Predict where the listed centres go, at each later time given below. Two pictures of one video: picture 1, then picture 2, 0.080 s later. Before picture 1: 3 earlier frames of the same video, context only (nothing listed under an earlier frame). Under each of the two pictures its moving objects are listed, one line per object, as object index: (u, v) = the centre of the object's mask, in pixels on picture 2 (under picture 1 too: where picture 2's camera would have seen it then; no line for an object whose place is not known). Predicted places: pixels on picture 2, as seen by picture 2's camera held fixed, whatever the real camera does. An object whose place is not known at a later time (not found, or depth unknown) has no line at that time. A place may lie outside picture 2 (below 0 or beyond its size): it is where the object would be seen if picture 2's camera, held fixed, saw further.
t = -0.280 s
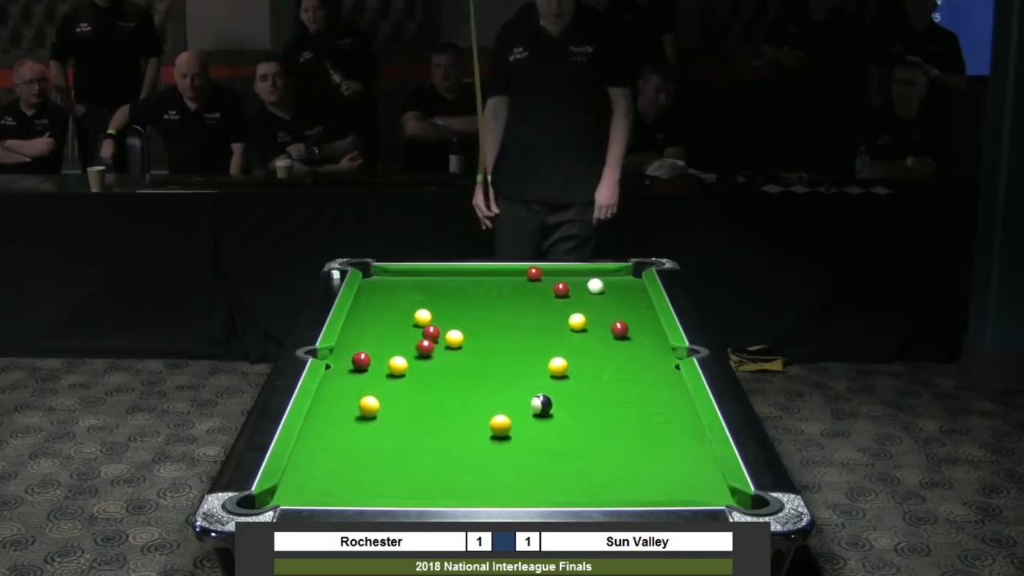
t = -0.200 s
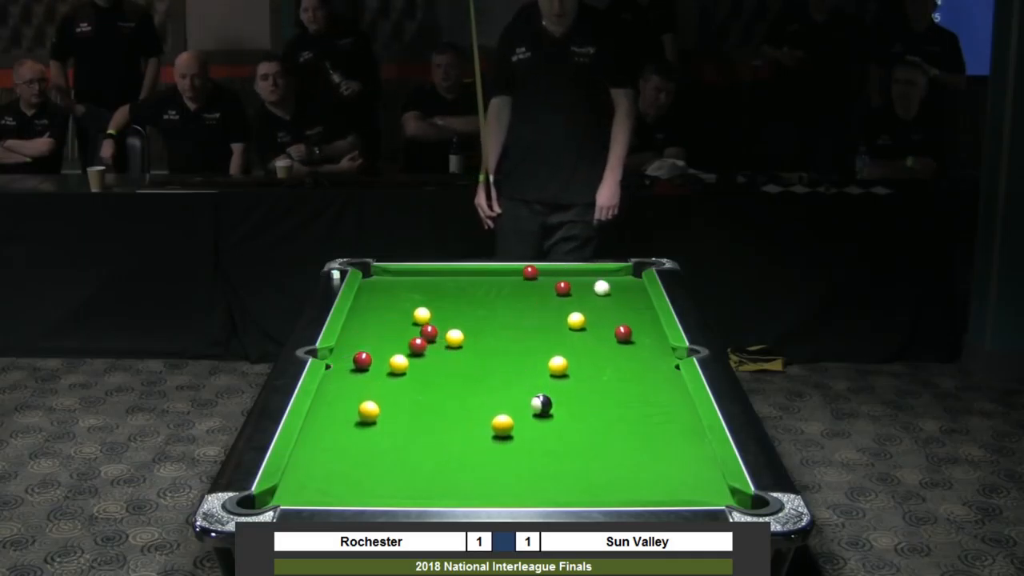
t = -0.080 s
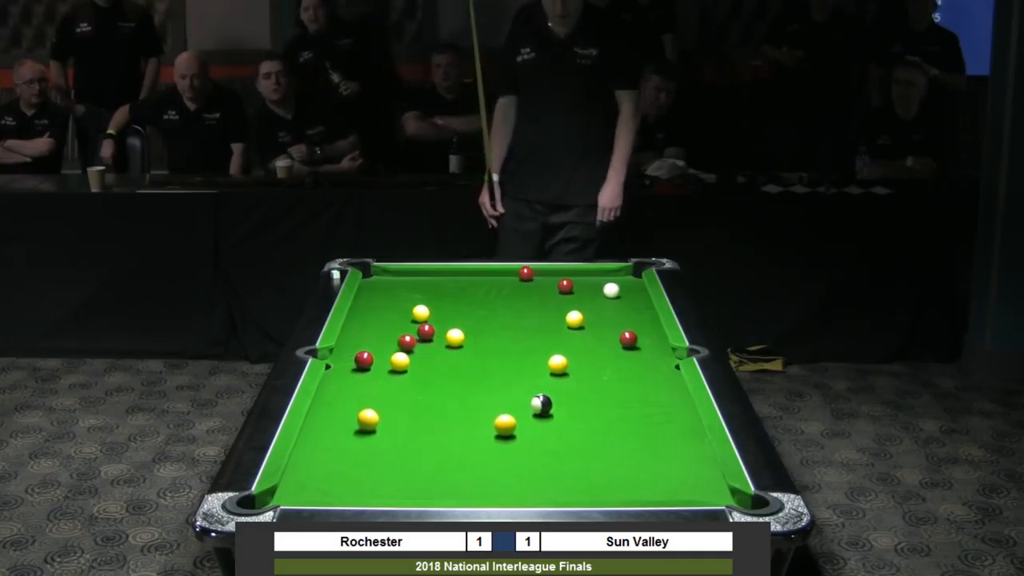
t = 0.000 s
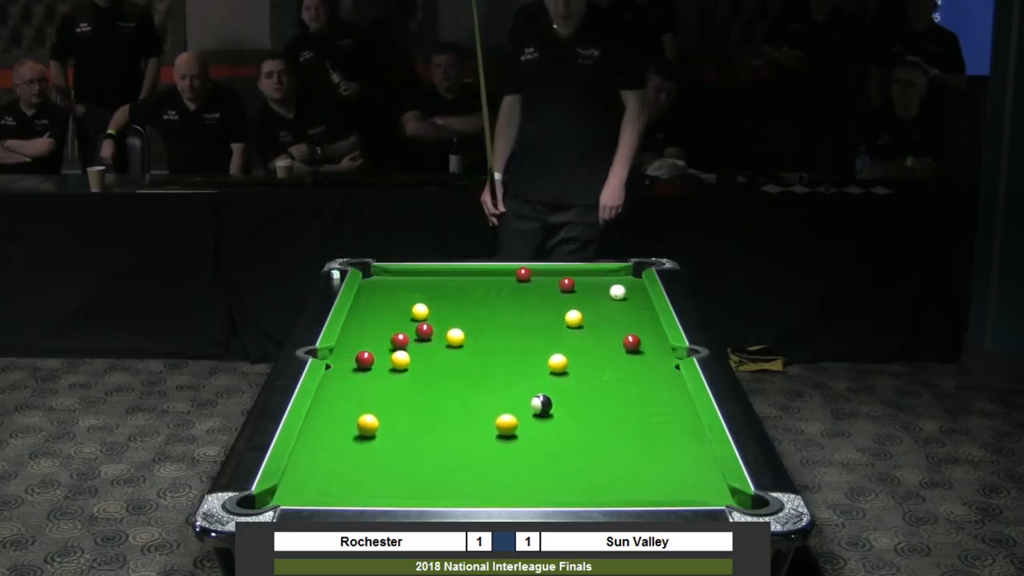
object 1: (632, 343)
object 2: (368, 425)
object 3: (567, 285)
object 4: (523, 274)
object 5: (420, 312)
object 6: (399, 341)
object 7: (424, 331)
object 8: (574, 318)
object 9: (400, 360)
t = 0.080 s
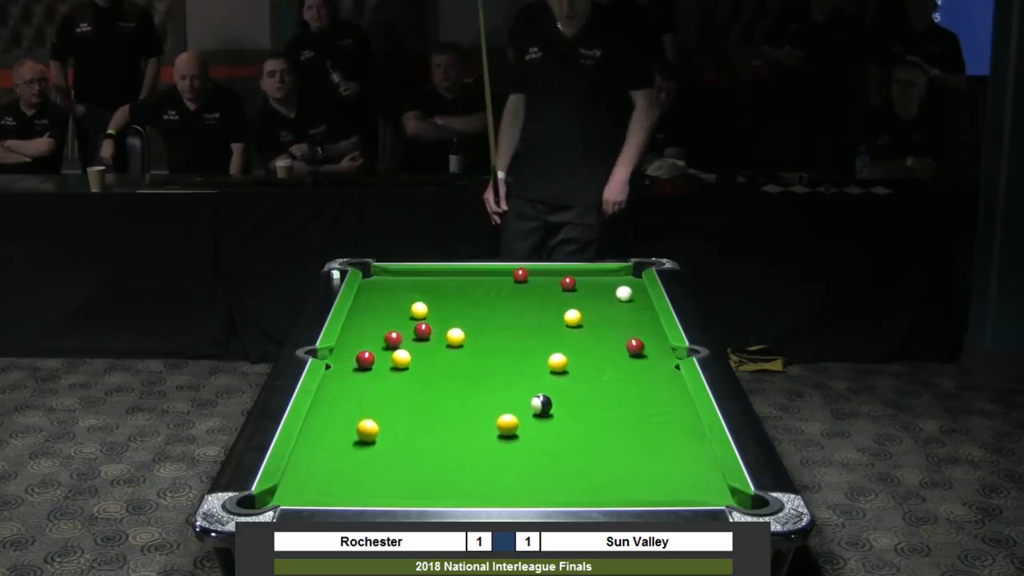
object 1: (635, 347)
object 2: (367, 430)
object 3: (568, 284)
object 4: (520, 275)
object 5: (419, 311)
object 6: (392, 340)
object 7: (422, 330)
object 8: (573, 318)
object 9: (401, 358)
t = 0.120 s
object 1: (637, 349)
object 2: (367, 433)
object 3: (569, 283)
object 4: (519, 276)
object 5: (418, 310)
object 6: (389, 339)
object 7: (422, 330)
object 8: (572, 317)
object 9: (401, 358)
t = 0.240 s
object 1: (642, 354)
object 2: (367, 441)
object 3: (571, 281)
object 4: (516, 277)
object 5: (417, 308)
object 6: (380, 336)
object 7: (420, 330)
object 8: (571, 316)
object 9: (402, 356)
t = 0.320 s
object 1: (646, 358)
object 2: (367, 446)
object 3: (572, 280)
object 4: (514, 278)
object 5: (417, 307)
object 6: (374, 335)
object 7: (419, 329)
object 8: (570, 316)
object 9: (403, 355)
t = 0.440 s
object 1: (651, 364)
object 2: (366, 454)
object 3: (573, 278)
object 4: (510, 279)
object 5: (416, 305)
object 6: (365, 333)
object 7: (417, 328)
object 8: (570, 315)
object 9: (404, 353)
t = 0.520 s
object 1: (654, 368)
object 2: (366, 460)
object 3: (574, 277)
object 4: (508, 279)
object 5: (415, 304)
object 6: (359, 331)
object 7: (417, 328)
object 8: (569, 315)
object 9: (404, 352)
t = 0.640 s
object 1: (659, 373)
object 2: (366, 468)
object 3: (576, 276)
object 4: (506, 280)
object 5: (414, 302)
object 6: (351, 329)
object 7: (416, 328)
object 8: (568, 314)
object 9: (404, 351)
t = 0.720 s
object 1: (663, 377)
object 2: (366, 473)
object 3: (577, 275)
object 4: (504, 281)
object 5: (413, 301)
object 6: (352, 328)
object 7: (416, 328)
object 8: (568, 314)
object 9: (405, 350)
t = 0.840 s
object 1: (668, 383)
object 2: (366, 481)
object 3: (578, 274)
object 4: (502, 282)
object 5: (413, 300)
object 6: (358, 327)
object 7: (415, 328)
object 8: (567, 314)
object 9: (405, 349)
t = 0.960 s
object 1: (673, 388)
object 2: (365, 488)
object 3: (579, 273)
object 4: (500, 282)
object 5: (412, 299)
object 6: (364, 325)
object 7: (415, 328)
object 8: (567, 313)
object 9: (406, 348)
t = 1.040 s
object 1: (676, 392)
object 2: (365, 491)
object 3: (580, 272)
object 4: (498, 282)
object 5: (411, 298)
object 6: (367, 324)
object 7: (415, 328)
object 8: (567, 313)
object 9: (406, 348)
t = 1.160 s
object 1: (680, 397)
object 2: (366, 492)
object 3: (582, 273)
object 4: (497, 283)
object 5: (410, 297)
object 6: (371, 324)
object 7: (415, 328)
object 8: (567, 313)
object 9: (406, 347)
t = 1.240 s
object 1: (680, 400)
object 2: (368, 491)
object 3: (584, 273)
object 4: (496, 283)
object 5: (410, 297)
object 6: (374, 323)
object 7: (415, 328)
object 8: (567, 313)
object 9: (406, 347)
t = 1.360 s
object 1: (680, 405)
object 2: (370, 488)
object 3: (585, 273)
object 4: (494, 284)
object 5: (410, 296)
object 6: (378, 322)
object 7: (415, 328)
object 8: (567, 313)
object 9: (407, 347)
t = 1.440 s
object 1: (680, 408)
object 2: (372, 486)
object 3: (586, 273)
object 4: (494, 284)
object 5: (410, 296)
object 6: (380, 322)
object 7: (415, 328)
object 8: (567, 313)
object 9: (407, 347)
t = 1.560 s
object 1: (680, 412)
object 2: (374, 482)
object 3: (587, 273)
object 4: (493, 284)
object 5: (409, 295)
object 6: (383, 321)
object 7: (415, 328)
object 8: (567, 313)
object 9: (407, 347)
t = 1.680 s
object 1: (679, 417)
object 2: (377, 478)
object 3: (587, 273)
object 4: (493, 284)
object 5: (409, 295)
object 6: (385, 320)
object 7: (415, 328)
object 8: (567, 313)
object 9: (407, 347)
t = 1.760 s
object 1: (679, 419)
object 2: (378, 475)
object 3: (587, 273)
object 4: (493, 284)
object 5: (409, 295)
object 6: (387, 320)
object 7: (415, 328)
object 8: (567, 313)
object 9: (407, 347)
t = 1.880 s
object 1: (678, 423)
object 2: (380, 472)
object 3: (587, 273)
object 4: (493, 284)
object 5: (408, 295)
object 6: (388, 320)
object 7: (415, 328)
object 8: (567, 313)
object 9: (407, 347)
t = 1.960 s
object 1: (678, 426)
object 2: (381, 470)
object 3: (587, 273)
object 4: (493, 284)
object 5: (408, 295)
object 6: (389, 319)
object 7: (415, 328)
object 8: (567, 313)
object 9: (407, 347)
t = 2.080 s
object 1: (677, 429)
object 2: (383, 467)
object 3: (587, 273)
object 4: (493, 284)
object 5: (408, 295)
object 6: (390, 319)
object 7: (415, 328)
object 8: (567, 313)
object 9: (407, 347)
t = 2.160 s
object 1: (677, 431)
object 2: (384, 465)
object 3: (587, 273)
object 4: (493, 284)
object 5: (408, 295)
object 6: (391, 319)
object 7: (415, 328)
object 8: (567, 313)
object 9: (407, 347)
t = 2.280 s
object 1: (676, 435)
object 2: (386, 463)
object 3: (587, 273)
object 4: (493, 284)
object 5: (408, 295)
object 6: (391, 319)
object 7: (415, 328)
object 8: (567, 313)
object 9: (407, 347)
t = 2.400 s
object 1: (675, 438)
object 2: (387, 461)
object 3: (587, 273)
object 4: (493, 284)
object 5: (408, 295)
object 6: (391, 319)
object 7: (415, 328)
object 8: (567, 313)
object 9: (407, 347)
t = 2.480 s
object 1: (674, 440)
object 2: (387, 459)
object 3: (587, 273)
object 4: (493, 284)
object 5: (408, 295)
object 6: (392, 319)
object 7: (415, 328)
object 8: (567, 313)
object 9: (407, 347)
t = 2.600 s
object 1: (674, 442)
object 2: (387, 458)
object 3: (587, 273)
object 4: (493, 284)
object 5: (408, 295)
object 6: (391, 319)
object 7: (415, 328)
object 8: (567, 313)
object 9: (407, 347)
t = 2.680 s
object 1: (673, 444)
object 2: (388, 457)
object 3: (587, 273)
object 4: (493, 284)
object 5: (408, 295)
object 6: (392, 319)
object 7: (415, 328)
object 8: (567, 313)
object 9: (407, 347)
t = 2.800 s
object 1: (673, 446)
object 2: (388, 456)
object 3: (587, 273)
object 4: (493, 284)
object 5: (408, 295)
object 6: (392, 319)
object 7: (415, 328)
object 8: (567, 313)
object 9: (407, 347)
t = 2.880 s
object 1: (672, 448)
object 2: (388, 455)
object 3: (587, 273)
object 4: (493, 284)
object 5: (408, 295)
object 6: (391, 319)
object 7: (415, 328)
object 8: (567, 313)
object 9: (407, 347)
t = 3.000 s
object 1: (672, 450)
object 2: (389, 454)
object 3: (587, 273)
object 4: (493, 284)
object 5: (408, 295)
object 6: (391, 319)
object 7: (415, 328)
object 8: (567, 313)
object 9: (407, 347)
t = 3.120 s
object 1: (671, 452)
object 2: (389, 454)
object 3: (587, 273)
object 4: (493, 284)
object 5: (408, 295)
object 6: (391, 319)
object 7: (415, 328)
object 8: (567, 313)
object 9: (407, 347)
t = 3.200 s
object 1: (671, 453)
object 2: (388, 454)
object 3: (587, 273)
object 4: (493, 284)
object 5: (408, 295)
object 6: (391, 319)
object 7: (415, 328)
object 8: (567, 313)
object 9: (407, 347)
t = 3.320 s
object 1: (671, 454)
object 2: (388, 453)
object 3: (587, 273)
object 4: (493, 284)
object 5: (408, 295)
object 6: (391, 319)
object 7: (415, 328)
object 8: (567, 313)
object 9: (407, 347)
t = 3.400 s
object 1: (671, 455)
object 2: (388, 454)
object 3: (587, 273)
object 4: (493, 284)
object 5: (408, 295)
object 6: (391, 319)
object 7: (415, 328)
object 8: (567, 313)
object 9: (407, 347)
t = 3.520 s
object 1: (671, 456)
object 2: (388, 454)
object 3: (587, 273)
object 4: (493, 284)
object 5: (408, 295)
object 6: (391, 319)
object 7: (415, 328)
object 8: (567, 313)
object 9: (407, 347)
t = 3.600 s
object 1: (671, 456)
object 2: (388, 454)
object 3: (587, 274)
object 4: (493, 285)
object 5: (408, 295)
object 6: (392, 319)
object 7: (415, 328)
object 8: (567, 313)
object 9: (407, 347)
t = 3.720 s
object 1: (671, 457)
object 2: (388, 454)
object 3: (587, 274)
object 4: (493, 285)
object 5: (408, 295)
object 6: (392, 319)
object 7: (415, 328)
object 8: (567, 313)
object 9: (407, 347)
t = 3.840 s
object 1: (671, 458)
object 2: (388, 454)
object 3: (587, 274)
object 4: (493, 285)
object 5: (408, 295)
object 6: (392, 319)
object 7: (415, 328)
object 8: (567, 313)
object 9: (407, 347)
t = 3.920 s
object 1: (671, 458)
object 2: (388, 454)
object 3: (587, 274)
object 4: (493, 285)
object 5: (408, 295)
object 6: (392, 319)
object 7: (415, 328)
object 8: (567, 313)
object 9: (407, 347)
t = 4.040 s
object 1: (671, 458)
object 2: (388, 454)
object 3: (587, 273)
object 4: (493, 285)
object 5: (408, 295)
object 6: (392, 319)
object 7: (415, 328)
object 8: (567, 313)
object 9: (407, 347)
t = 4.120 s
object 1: (671, 457)
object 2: (388, 454)
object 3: (587, 274)
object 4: (493, 285)
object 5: (408, 295)
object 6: (392, 319)
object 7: (415, 328)
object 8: (567, 313)
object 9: (407, 347)
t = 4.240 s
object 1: (671, 457)
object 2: (388, 454)
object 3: (587, 273)
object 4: (493, 285)
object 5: (408, 295)
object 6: (392, 319)
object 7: (415, 328)
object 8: (567, 313)
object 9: (407, 347)
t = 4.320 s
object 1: (672, 458)
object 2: (388, 454)
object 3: (587, 273)
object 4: (493, 285)
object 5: (408, 295)
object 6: (392, 319)
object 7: (415, 328)
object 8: (567, 313)
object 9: (407, 347)
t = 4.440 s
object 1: (672, 458)
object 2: (388, 454)
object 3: (587, 273)
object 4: (493, 285)
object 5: (408, 295)
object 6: (392, 319)
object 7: (415, 328)
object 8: (567, 313)
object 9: (407, 347)
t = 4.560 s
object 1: (672, 458)
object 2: (388, 454)
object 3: (587, 273)
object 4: (493, 285)
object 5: (408, 295)
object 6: (392, 319)
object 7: (415, 328)
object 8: (567, 313)
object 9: (407, 347)
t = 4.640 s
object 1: (672, 458)
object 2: (388, 454)
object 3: (587, 273)
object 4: (493, 285)
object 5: (408, 295)
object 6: (392, 319)
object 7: (415, 328)
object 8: (567, 313)
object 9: (407, 347)
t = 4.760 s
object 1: (672, 458)
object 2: (388, 454)
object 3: (587, 273)
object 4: (493, 285)
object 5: (408, 295)
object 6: (392, 319)
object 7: (415, 328)
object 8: (567, 313)
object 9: (407, 347)
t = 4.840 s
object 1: (671, 458)
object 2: (388, 454)
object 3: (587, 273)
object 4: (493, 285)
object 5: (408, 295)
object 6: (392, 319)
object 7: (415, 328)
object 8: (567, 313)
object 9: (407, 347)
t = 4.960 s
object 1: (671, 458)
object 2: (388, 454)
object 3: (587, 274)
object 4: (493, 285)
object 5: (408, 295)
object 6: (392, 319)
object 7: (415, 328)
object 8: (567, 313)
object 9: (407, 347)
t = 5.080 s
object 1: (671, 458)
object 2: (388, 454)
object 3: (587, 273)
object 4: (493, 284)
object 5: (408, 295)
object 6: (392, 319)
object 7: (415, 328)
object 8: (567, 313)
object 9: (407, 347)
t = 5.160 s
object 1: (671, 458)
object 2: (388, 454)
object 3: (587, 273)
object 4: (493, 284)
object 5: (408, 295)
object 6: (392, 319)
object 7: (415, 328)
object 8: (567, 313)
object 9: (407, 347)
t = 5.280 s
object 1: (672, 458)
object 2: (388, 454)
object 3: (587, 273)
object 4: (493, 284)
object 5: (408, 295)
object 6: (392, 319)
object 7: (415, 328)
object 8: (567, 313)
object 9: (407, 347)
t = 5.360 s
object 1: (672, 458)
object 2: (388, 454)
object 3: (587, 273)
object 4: (493, 285)
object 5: (408, 295)
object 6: (392, 319)
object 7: (415, 328)
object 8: (567, 313)
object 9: (407, 347)
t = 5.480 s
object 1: (671, 458)
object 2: (388, 454)
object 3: (587, 273)
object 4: (493, 285)
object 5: (408, 295)
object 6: (392, 319)
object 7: (415, 328)
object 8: (567, 313)
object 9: (407, 347)
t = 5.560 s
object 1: (671, 458)
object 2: (388, 454)
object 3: (587, 273)
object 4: (493, 285)
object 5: (408, 295)
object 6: (392, 319)
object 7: (415, 328)
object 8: (567, 313)
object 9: (407, 347)
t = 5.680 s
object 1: (672, 458)
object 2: (388, 454)
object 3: (587, 273)
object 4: (493, 285)
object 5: (408, 295)
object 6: (392, 319)
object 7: (415, 328)
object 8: (567, 313)
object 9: (407, 347)
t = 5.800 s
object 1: (672, 458)
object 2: (388, 454)
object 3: (587, 273)
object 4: (493, 285)
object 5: (408, 295)
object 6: (392, 319)
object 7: (415, 328)
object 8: (567, 313)
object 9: (407, 347)
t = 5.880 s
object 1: (671, 458)
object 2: (388, 454)
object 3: (587, 273)
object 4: (493, 285)
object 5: (408, 295)
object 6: (392, 319)
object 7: (415, 328)
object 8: (567, 313)
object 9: (407, 347)
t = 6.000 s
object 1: (671, 458)
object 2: (388, 454)
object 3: (587, 273)
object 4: (493, 285)
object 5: (408, 295)
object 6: (392, 319)
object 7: (415, 328)
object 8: (567, 313)
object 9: (407, 347)
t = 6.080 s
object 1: (672, 458)
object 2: (388, 454)
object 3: (587, 273)
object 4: (493, 285)
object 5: (408, 295)
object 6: (392, 319)
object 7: (415, 328)
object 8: (567, 313)
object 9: (407, 347)
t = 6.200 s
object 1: (672, 458)
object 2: (388, 454)
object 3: (587, 273)
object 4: (493, 285)
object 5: (408, 295)
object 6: (392, 319)
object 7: (415, 328)
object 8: (567, 313)
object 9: (407, 347)
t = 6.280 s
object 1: (671, 458)
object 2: (388, 454)
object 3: (587, 273)
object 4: (493, 285)
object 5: (408, 295)
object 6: (392, 319)
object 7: (415, 328)
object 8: (567, 313)
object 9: (407, 347)
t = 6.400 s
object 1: (672, 458)
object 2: (388, 454)
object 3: (587, 273)
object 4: (493, 284)
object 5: (408, 295)
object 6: (392, 319)
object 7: (415, 328)
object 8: (567, 313)
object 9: (407, 347)
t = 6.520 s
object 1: (672, 458)
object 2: (388, 454)
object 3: (587, 273)
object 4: (493, 284)
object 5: (408, 295)
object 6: (392, 319)
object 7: (415, 328)
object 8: (567, 313)
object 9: (407, 347)
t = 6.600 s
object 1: (671, 458)
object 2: (388, 454)
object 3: (587, 273)
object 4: (493, 284)
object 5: (408, 295)
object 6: (392, 319)
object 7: (415, 328)
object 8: (567, 313)
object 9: (407, 347)
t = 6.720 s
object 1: (672, 458)
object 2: (388, 454)
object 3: (587, 273)
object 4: (493, 284)
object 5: (408, 295)
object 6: (392, 319)
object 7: (415, 328)
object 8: (567, 313)
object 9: (407, 347)
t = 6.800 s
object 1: (672, 458)
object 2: (388, 454)
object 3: (587, 273)
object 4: (493, 284)
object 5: (408, 295)
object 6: (392, 319)
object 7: (415, 328)
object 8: (567, 313)
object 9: (407, 347)
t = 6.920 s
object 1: (671, 458)
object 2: (388, 454)
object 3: (587, 273)
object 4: (493, 284)
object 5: (408, 295)
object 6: (392, 319)
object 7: (415, 328)
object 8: (567, 313)
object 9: (407, 347)
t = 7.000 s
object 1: (671, 458)
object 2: (388, 454)
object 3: (587, 273)
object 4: (493, 285)
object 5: (408, 295)
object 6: (392, 319)
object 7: (415, 328)
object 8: (567, 313)
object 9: (407, 347)
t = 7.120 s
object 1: (672, 458)
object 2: (388, 454)
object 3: (587, 273)
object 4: (493, 285)
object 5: (408, 295)
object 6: (392, 319)
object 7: (415, 328)
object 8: (567, 313)
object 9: (407, 347)
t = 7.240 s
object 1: (672, 458)
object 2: (388, 454)
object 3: (587, 273)
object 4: (493, 285)
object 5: (408, 295)
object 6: (392, 319)
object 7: (415, 328)
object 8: (567, 313)
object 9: (407, 347)
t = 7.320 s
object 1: (672, 458)
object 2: (388, 454)
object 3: (587, 273)
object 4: (493, 284)
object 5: (408, 295)
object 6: (392, 319)
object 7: (415, 328)
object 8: (567, 313)
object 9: (407, 347)
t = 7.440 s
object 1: (672, 458)
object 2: (388, 454)
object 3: (587, 273)
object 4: (493, 285)
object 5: (408, 295)
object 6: (392, 319)
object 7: (415, 328)
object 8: (567, 313)
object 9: (407, 347)
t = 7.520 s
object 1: (672, 458)
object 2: (388, 454)
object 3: (587, 273)
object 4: (493, 285)
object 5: (408, 295)
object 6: (392, 319)
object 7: (415, 328)
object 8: (567, 313)
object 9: (407, 347)
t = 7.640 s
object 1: (672, 458)
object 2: (388, 454)
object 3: (587, 274)
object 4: (493, 285)
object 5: (408, 295)
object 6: (392, 319)
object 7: (415, 328)
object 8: (567, 313)
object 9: (407, 347)
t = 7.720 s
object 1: (671, 458)
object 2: (388, 454)
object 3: (587, 274)
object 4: (493, 285)
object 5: (408, 295)
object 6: (392, 319)
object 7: (415, 328)
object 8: (567, 313)
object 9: (407, 347)
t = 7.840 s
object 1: (672, 458)
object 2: (388, 454)
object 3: (587, 274)
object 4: (493, 285)
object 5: (408, 295)
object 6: (392, 319)
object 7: (415, 328)
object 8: (567, 313)
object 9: (407, 347)
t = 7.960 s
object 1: (672, 458)
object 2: (388, 454)
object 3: (587, 274)
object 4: (493, 285)
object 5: (408, 295)
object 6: (392, 319)
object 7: (415, 328)
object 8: (567, 313)
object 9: (407, 347)
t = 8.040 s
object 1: (672, 458)
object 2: (388, 454)
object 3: (587, 274)
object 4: (493, 284)
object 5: (408, 295)
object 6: (392, 319)
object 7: (415, 328)
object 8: (567, 313)
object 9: (407, 347)
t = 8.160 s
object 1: (672, 458)
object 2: (388, 454)
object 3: (587, 273)
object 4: (493, 284)
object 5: (408, 295)
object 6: (392, 319)
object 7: (415, 328)
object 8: (567, 313)
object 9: (407, 347)
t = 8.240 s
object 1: (672, 458)
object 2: (388, 454)
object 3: (587, 273)
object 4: (493, 285)
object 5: (408, 295)
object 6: (392, 319)
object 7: (415, 328)
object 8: (567, 313)
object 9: (407, 347)
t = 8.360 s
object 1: (672, 458)
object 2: (388, 454)
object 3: (587, 274)
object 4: (493, 285)
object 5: (408, 295)
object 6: (392, 319)
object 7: (415, 328)
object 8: (567, 313)
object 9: (407, 347)
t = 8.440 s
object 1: (671, 458)
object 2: (388, 454)
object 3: (587, 273)
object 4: (493, 284)
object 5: (408, 295)
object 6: (392, 319)
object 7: (415, 328)
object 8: (567, 313)
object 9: (407, 347)
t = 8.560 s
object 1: (672, 458)
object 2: (388, 454)
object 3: (587, 273)
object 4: (493, 284)
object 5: (408, 295)
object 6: (392, 319)
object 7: (415, 328)
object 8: (567, 313)
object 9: (407, 347)
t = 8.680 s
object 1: (672, 458)
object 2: (388, 454)
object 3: (587, 273)
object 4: (493, 284)
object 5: (408, 295)
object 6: (392, 319)
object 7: (415, 328)
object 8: (567, 313)
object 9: (407, 347)
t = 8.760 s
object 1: (672, 458)
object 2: (388, 454)
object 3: (587, 273)
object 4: (493, 284)
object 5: (408, 295)
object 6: (392, 319)
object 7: (415, 328)
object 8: (567, 313)
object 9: (407, 347)
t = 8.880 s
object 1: (672, 458)
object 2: (388, 454)
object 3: (587, 273)
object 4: (493, 284)
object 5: (408, 295)
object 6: (392, 319)
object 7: (415, 328)
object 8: (567, 313)
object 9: (407, 347)
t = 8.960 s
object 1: (672, 458)
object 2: (388, 454)
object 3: (587, 273)
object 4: (493, 284)
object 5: (408, 295)
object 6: (392, 319)
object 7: (415, 328)
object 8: (567, 313)
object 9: (407, 347)
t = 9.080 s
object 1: (672, 458)
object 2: (388, 454)
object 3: (587, 273)
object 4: (493, 284)
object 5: (408, 295)
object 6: (392, 319)
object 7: (415, 328)
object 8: (567, 313)
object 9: (407, 347)
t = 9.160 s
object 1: (672, 458)
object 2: (388, 454)
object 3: (587, 273)
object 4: (493, 284)
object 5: (408, 295)
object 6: (392, 319)
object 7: (415, 328)
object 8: (567, 313)
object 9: (407, 347)
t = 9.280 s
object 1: (672, 458)
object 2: (388, 454)
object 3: (587, 273)
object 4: (493, 284)
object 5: (408, 295)
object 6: (392, 319)
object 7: (415, 328)
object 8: (567, 313)
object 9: (407, 347)
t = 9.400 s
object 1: (672, 458)
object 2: (388, 454)
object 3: (587, 273)
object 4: (493, 284)
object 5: (408, 295)
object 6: (392, 319)
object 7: (415, 328)
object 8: (567, 313)
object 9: (407, 347)
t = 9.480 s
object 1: (672, 458)
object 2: (388, 454)
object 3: (587, 273)
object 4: (493, 284)
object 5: (408, 295)
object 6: (392, 319)
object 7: (415, 328)
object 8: (567, 313)
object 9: (407, 347)
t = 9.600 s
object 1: (672, 458)
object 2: (388, 454)
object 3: (587, 273)
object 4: (493, 284)
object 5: (408, 295)
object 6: (392, 319)
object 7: (415, 328)
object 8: (567, 313)
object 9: (407, 347)
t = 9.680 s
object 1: (672, 458)
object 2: (388, 454)
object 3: (587, 273)
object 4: (493, 284)
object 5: (408, 295)
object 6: (392, 319)
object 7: (415, 328)
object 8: (567, 313)
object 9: (407, 347)
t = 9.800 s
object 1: (672, 458)
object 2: (388, 454)
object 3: (587, 273)
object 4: (493, 284)
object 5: (408, 295)
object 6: (392, 319)
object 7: (415, 328)
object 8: (567, 313)
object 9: (407, 347)
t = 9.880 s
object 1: (672, 458)
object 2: (388, 454)
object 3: (587, 273)
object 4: (493, 284)
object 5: (408, 295)
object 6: (392, 319)
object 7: (415, 328)
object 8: (567, 313)
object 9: (407, 347)
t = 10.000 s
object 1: (672, 458)
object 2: (388, 454)
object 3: (587, 273)
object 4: (493, 284)
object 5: (408, 295)
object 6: (392, 319)
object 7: (415, 328)
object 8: (567, 313)
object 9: (407, 347)
